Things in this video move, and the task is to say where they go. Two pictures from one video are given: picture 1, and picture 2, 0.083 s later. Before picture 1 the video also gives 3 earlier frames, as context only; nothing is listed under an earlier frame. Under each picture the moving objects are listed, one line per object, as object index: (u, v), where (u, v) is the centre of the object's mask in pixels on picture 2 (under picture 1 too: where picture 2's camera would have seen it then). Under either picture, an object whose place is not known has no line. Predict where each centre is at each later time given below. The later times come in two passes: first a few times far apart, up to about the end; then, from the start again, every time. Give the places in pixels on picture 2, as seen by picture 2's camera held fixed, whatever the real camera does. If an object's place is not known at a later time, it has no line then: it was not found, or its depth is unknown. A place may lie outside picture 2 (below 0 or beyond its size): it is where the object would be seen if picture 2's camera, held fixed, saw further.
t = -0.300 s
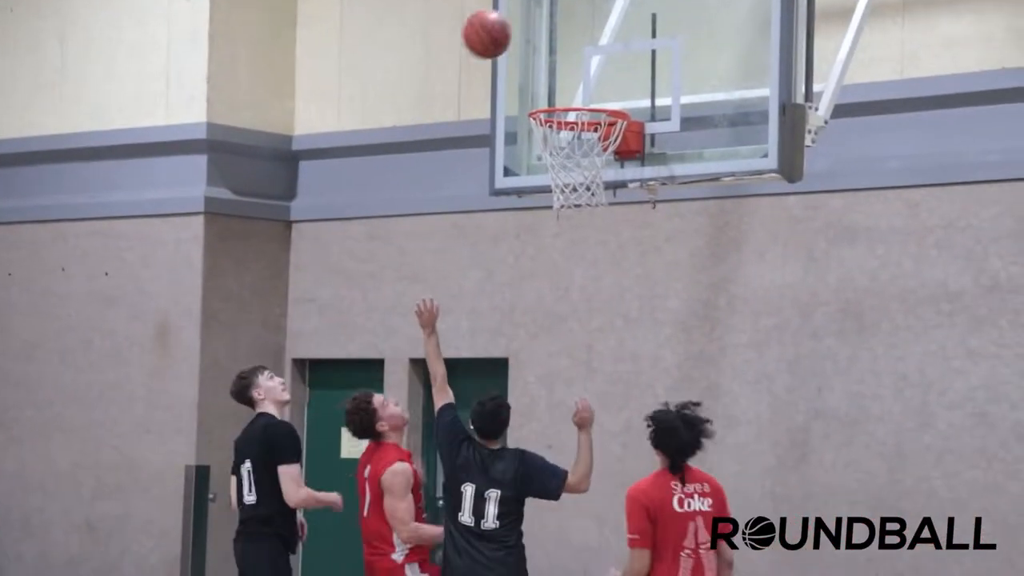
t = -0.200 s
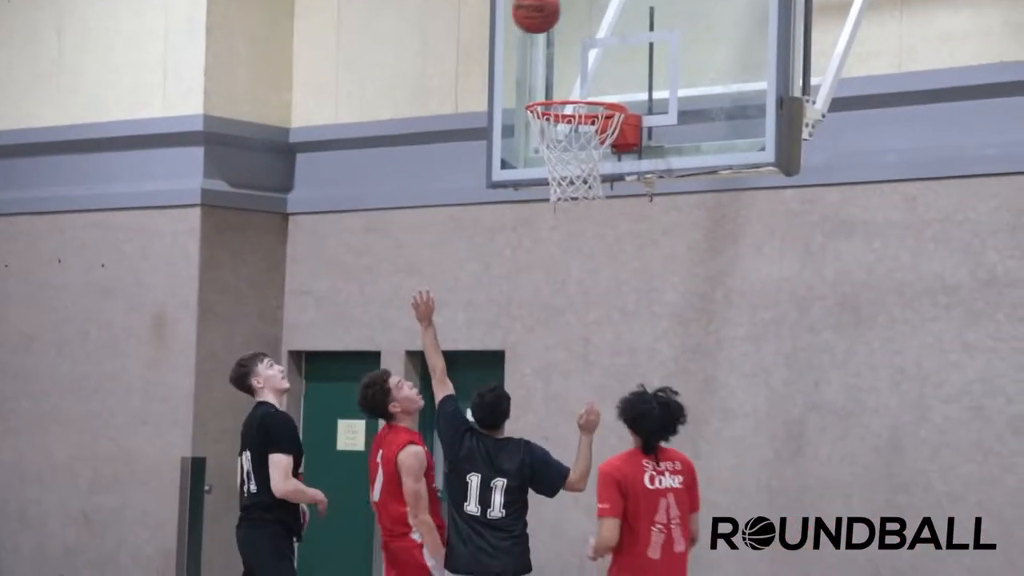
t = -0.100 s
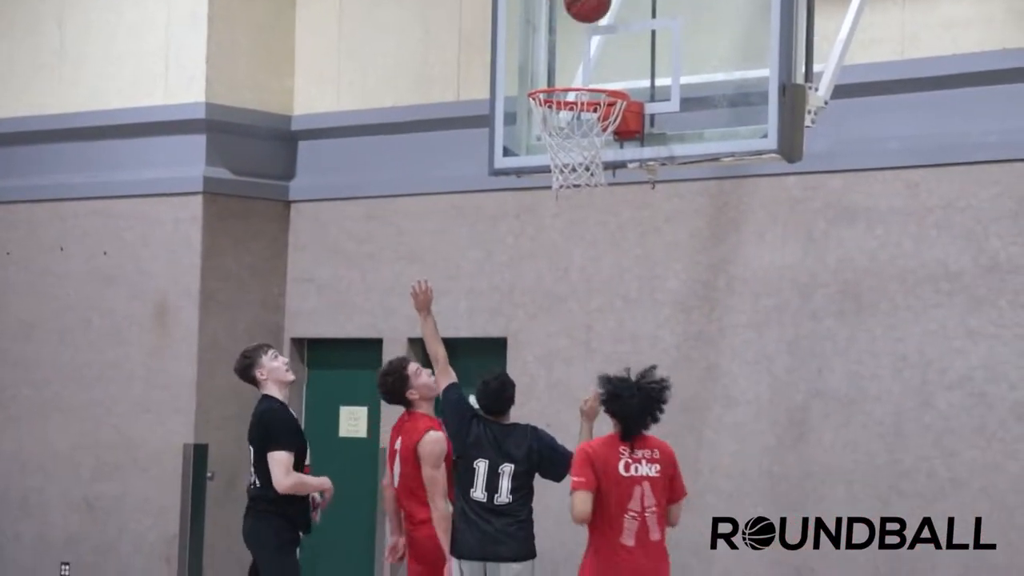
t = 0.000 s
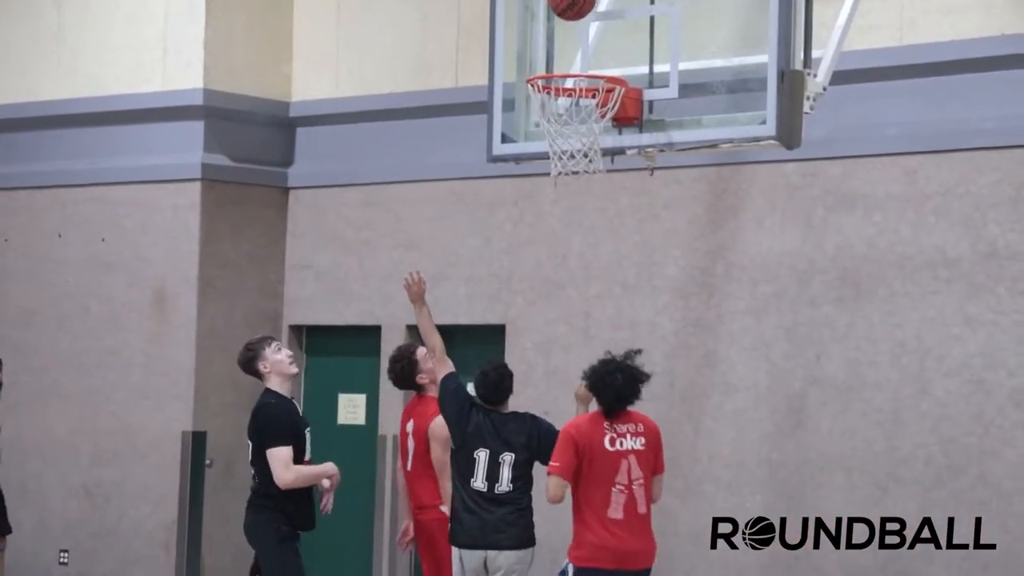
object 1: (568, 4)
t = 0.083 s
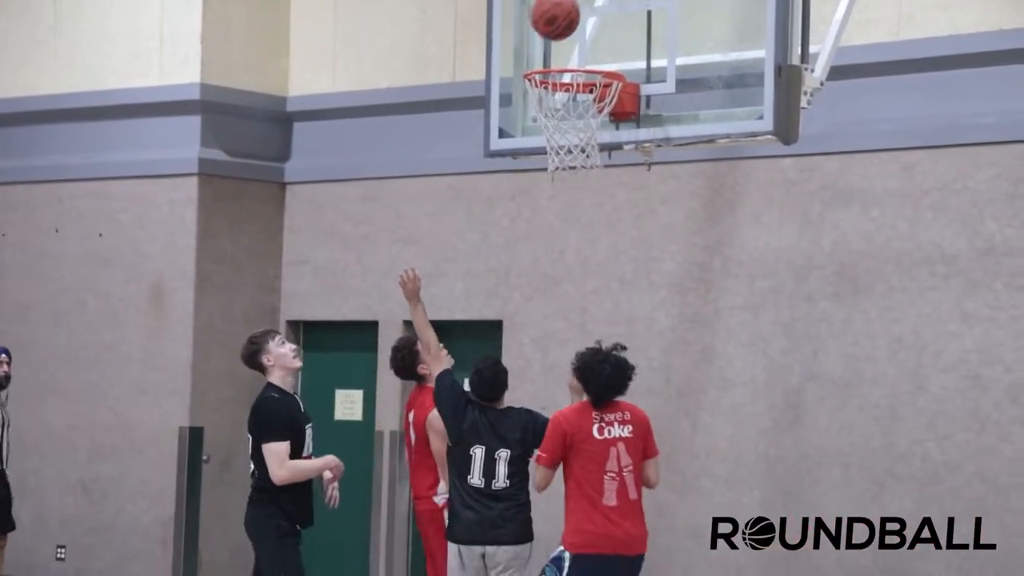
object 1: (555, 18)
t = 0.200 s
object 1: (546, 44)
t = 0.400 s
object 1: (576, 34)
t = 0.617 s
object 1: (589, 53)
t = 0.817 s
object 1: (584, 117)
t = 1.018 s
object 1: (568, 183)
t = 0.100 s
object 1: (552, 23)
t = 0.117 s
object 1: (549, 29)
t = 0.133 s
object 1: (546, 37)
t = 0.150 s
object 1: (543, 45)
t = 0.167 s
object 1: (541, 50)
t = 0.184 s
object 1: (543, 47)
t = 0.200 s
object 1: (546, 44)
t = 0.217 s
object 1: (548, 40)
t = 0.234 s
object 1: (551, 36)
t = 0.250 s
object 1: (554, 34)
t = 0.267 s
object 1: (556, 31)
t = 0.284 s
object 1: (559, 30)
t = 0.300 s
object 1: (561, 29)
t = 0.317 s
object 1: (564, 29)
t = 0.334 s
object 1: (566, 29)
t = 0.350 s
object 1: (569, 29)
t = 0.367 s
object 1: (571, 30)
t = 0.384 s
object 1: (574, 32)
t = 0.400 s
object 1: (576, 34)
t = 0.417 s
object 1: (579, 37)
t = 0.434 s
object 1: (581, 40)
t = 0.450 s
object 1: (584, 44)
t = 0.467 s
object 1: (586, 47)
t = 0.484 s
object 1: (589, 50)
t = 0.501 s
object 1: (589, 50)
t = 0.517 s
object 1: (589, 49)
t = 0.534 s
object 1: (589, 49)
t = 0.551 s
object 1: (589, 49)
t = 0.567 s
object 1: (589, 49)
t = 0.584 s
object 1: (589, 50)
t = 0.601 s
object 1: (589, 51)
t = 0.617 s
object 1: (589, 53)
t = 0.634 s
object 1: (590, 54)
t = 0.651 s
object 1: (589, 56)
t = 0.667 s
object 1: (589, 58)
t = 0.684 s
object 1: (590, 60)
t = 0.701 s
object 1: (589, 69)
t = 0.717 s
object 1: (587, 85)
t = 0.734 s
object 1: (587, 93)
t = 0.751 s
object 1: (587, 97)
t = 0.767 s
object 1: (588, 101)
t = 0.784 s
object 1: (587, 105)
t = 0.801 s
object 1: (587, 111)
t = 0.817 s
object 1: (584, 117)
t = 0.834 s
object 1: (583, 121)
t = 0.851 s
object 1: (583, 124)
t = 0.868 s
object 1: (583, 129)
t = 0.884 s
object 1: (582, 135)
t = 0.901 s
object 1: (579, 137)
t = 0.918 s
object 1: (577, 143)
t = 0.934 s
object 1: (574, 149)
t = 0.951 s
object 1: (575, 153)
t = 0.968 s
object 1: (572, 168)
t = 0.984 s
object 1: (571, 172)
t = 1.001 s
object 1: (570, 175)
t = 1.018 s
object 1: (568, 183)
